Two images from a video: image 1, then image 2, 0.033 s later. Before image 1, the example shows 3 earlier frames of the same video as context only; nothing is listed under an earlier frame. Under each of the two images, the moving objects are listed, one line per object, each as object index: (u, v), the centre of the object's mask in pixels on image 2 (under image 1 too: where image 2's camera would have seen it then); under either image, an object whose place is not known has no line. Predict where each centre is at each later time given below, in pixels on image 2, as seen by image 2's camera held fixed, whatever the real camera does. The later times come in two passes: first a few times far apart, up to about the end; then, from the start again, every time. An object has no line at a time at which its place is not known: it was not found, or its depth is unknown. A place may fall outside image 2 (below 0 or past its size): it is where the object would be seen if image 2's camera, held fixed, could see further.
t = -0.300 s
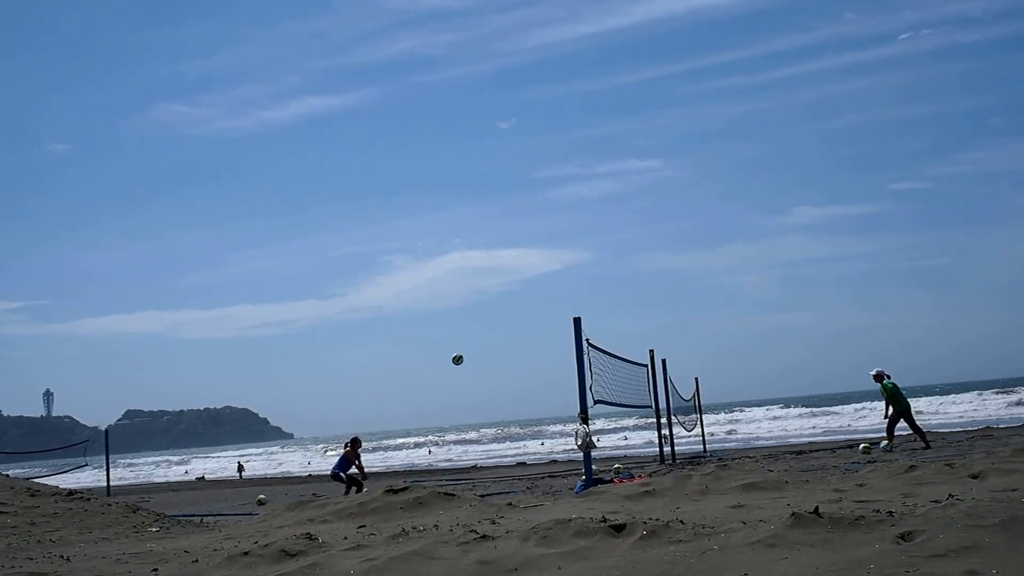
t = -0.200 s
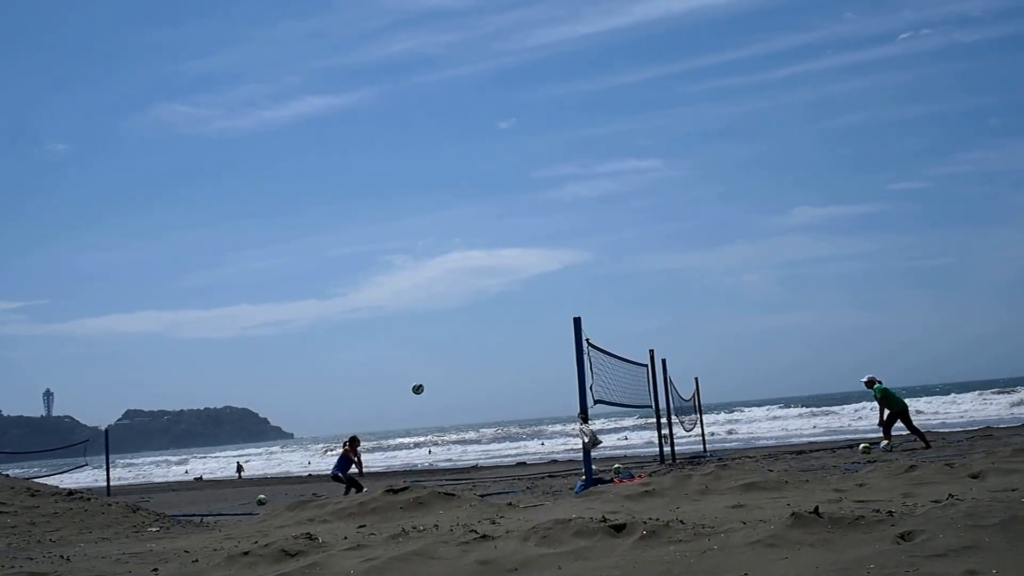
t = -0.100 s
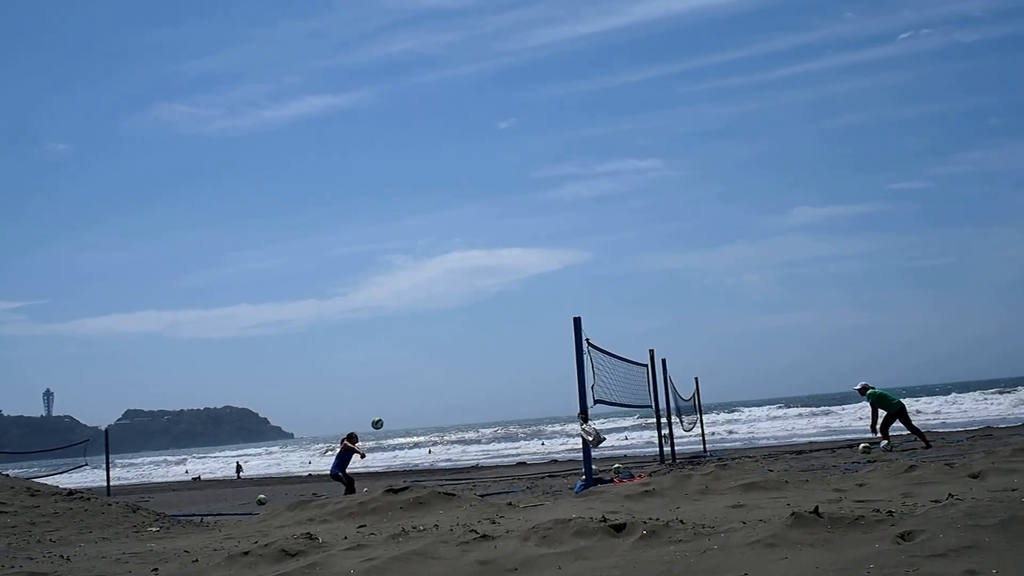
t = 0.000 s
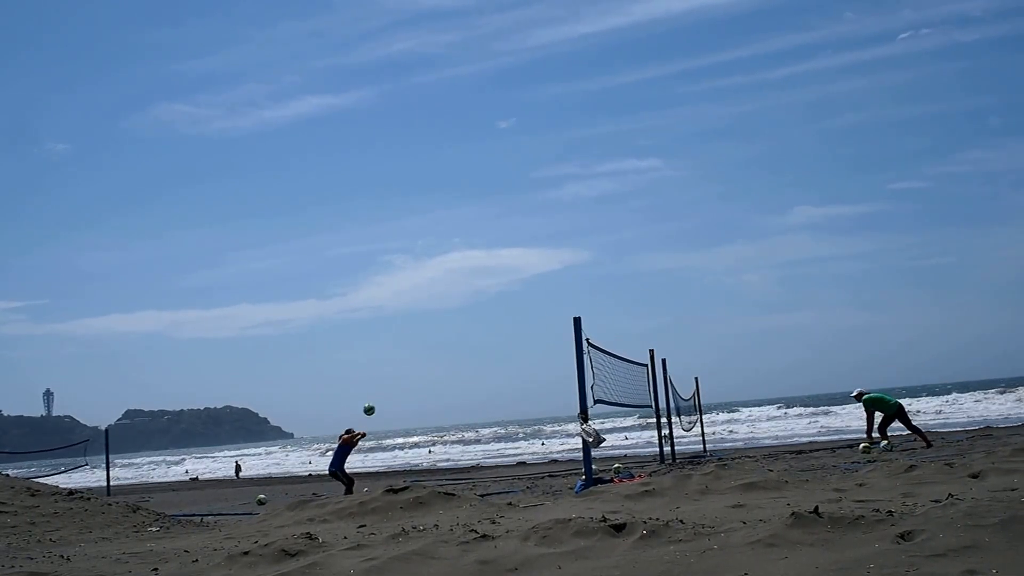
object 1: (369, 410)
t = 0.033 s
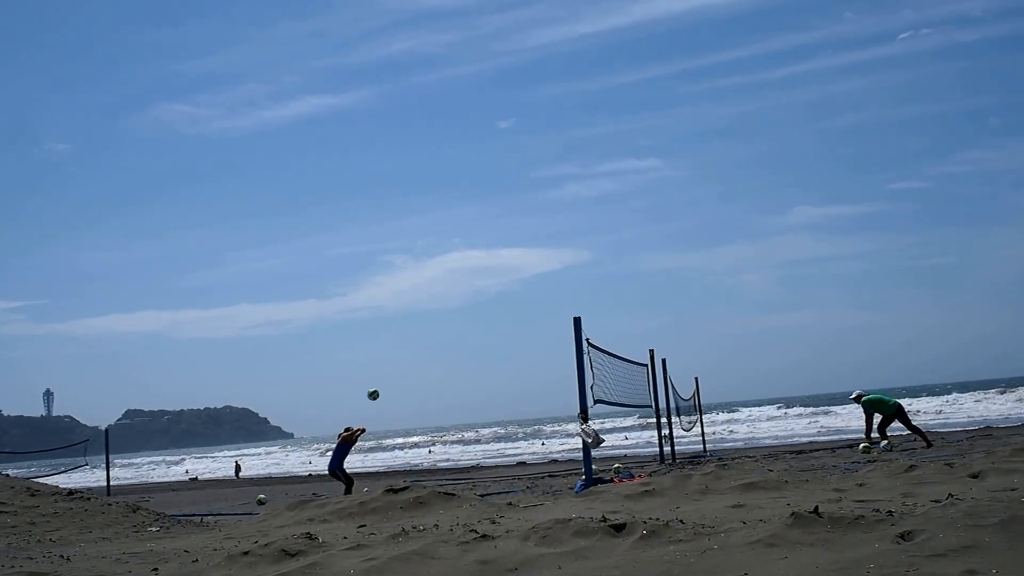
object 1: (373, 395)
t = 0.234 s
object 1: (396, 319)
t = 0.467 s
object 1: (419, 264)
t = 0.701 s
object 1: (441, 241)
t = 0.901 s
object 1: (457, 242)
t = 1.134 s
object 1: (474, 268)
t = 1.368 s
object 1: (488, 319)
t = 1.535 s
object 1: (497, 373)
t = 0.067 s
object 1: (377, 380)
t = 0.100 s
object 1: (381, 367)
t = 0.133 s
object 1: (385, 354)
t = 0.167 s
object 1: (389, 342)
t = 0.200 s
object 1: (392, 330)
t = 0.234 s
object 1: (396, 319)
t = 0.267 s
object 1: (399, 309)
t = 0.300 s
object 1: (402, 300)
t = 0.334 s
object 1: (406, 291)
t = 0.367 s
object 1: (409, 283)
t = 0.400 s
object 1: (412, 276)
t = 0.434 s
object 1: (416, 270)
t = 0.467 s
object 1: (419, 264)
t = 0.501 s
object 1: (423, 259)
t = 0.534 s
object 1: (426, 255)
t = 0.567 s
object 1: (429, 251)
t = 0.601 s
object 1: (432, 247)
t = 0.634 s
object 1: (435, 245)
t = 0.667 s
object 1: (438, 242)
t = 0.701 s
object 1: (441, 241)
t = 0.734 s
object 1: (444, 240)
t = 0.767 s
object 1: (447, 239)
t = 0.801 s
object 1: (449, 240)
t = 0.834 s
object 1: (452, 240)
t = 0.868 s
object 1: (455, 241)
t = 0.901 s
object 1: (457, 242)
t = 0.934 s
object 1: (460, 244)
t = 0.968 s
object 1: (462, 247)
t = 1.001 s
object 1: (465, 250)
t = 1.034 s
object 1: (467, 254)
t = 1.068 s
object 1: (469, 258)
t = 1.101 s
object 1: (471, 262)
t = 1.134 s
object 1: (474, 268)
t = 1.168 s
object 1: (476, 273)
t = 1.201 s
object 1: (478, 280)
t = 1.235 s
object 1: (480, 287)
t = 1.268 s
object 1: (483, 294)
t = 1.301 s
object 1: (485, 302)
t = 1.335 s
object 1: (486, 310)
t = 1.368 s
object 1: (488, 319)
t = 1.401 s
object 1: (490, 329)
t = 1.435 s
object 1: (492, 339)
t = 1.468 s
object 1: (494, 350)
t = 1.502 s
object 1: (496, 361)
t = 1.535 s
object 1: (497, 373)
